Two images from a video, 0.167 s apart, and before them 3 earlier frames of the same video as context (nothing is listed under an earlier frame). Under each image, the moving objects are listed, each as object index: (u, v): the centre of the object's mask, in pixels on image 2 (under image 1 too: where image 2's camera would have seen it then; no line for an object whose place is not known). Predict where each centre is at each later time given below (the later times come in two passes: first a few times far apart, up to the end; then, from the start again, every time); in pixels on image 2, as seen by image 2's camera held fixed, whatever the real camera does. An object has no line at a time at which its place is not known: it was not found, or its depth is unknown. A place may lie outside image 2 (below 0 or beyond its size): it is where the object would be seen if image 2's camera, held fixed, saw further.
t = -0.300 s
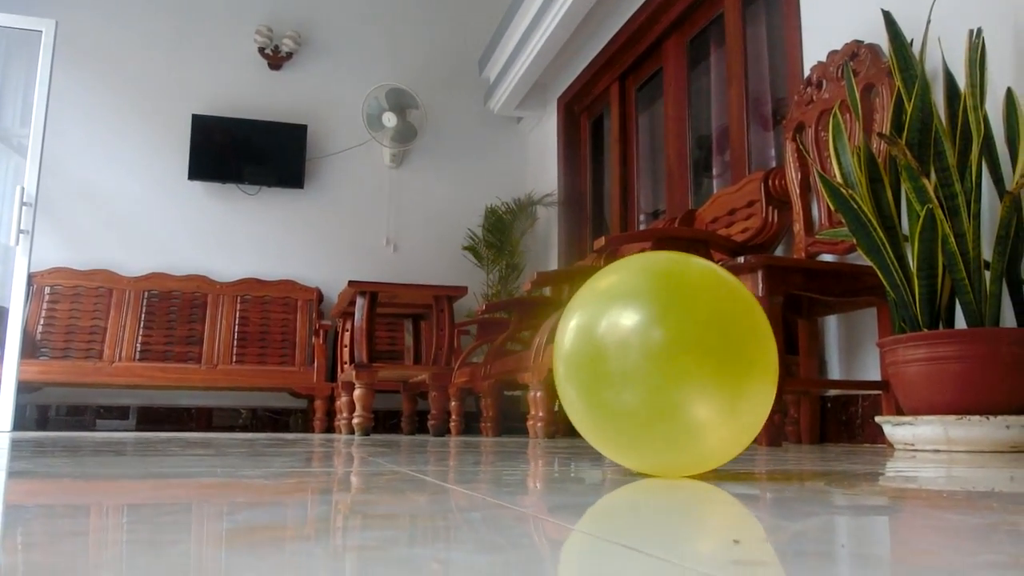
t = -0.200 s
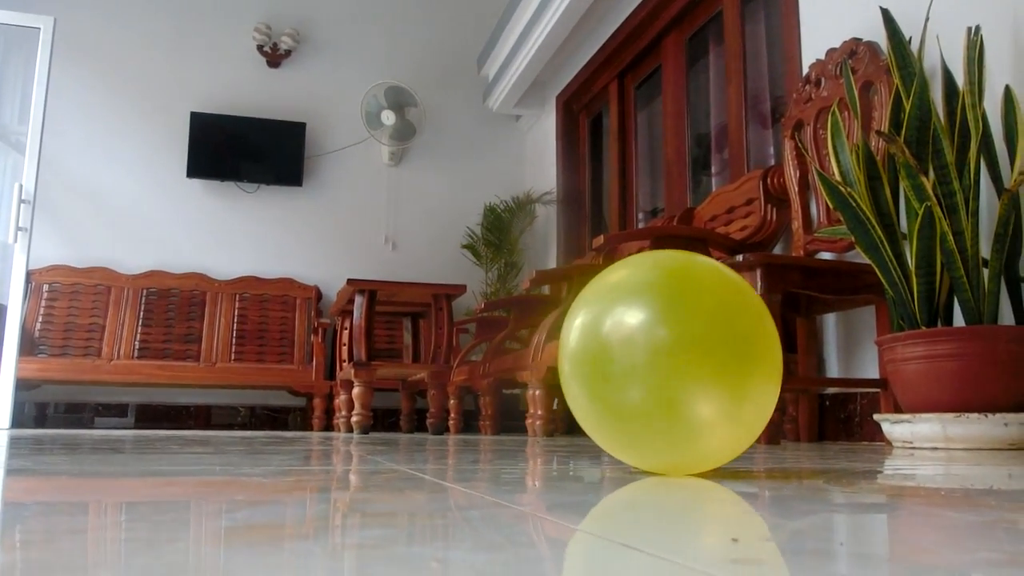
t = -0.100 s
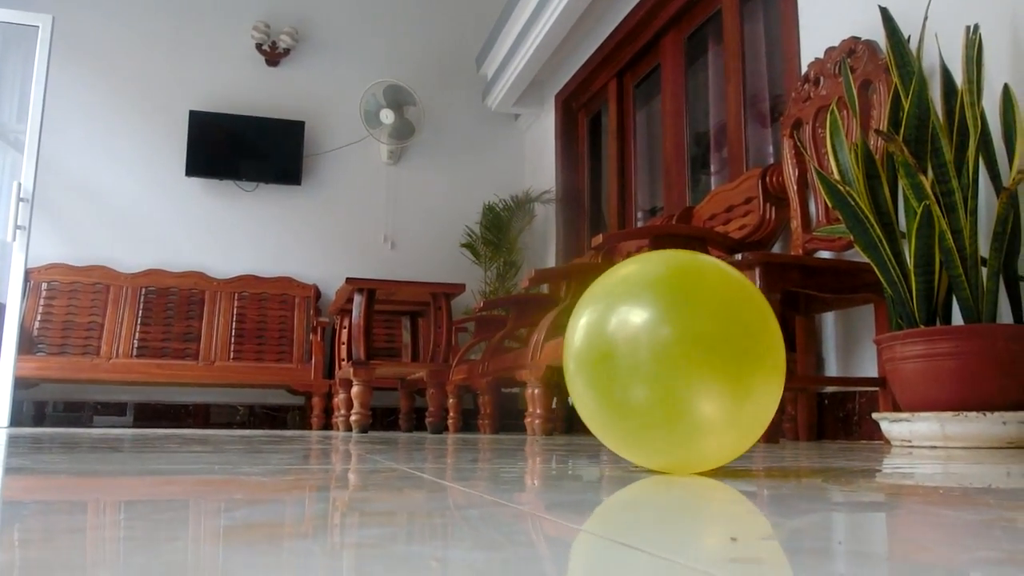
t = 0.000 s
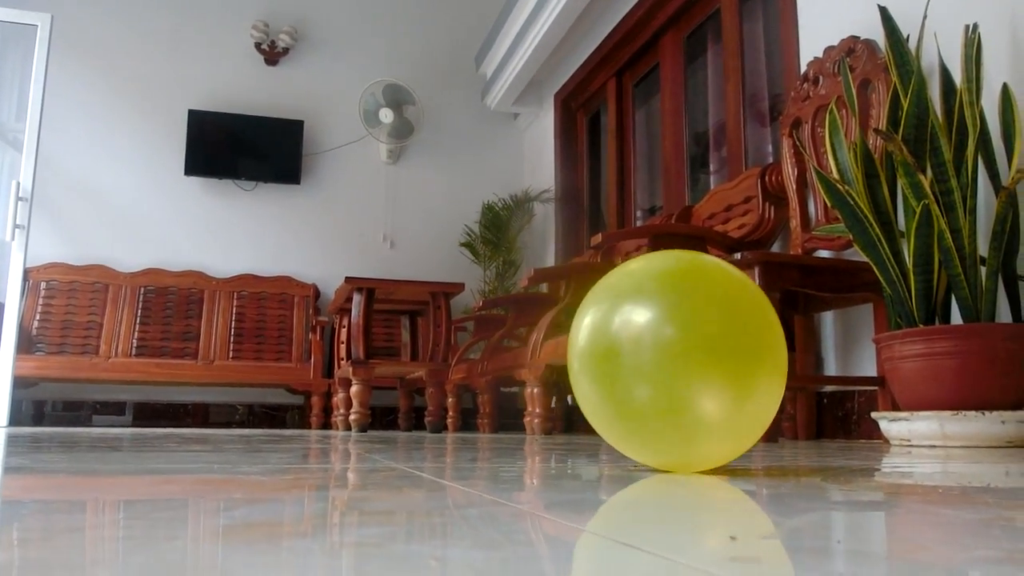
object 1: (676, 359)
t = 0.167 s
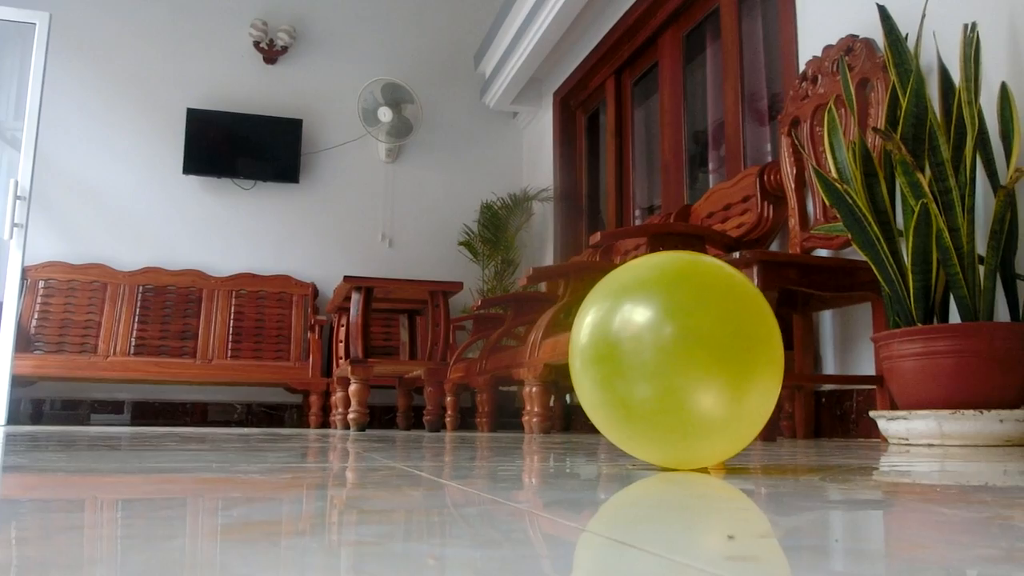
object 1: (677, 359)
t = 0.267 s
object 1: (670, 361)
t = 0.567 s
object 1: (637, 365)
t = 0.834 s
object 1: (617, 368)
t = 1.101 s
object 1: (611, 369)
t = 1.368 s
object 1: (610, 370)
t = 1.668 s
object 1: (607, 371)
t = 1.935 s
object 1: (607, 371)
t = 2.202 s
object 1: (614, 367)
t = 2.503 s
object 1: (619, 362)
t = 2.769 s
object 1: (617, 359)
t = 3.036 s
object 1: (619, 357)
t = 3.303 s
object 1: (628, 356)
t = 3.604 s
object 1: (646, 356)
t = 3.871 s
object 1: (653, 357)
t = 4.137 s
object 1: (630, 359)
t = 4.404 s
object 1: (611, 361)
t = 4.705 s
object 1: (602, 363)
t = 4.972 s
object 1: (605, 365)
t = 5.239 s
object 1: (616, 368)
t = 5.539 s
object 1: (626, 367)
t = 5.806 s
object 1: (623, 368)
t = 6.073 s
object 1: (609, 367)
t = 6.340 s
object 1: (597, 365)
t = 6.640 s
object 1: (592, 363)
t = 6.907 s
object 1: (598, 360)
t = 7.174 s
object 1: (616, 358)
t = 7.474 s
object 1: (641, 357)
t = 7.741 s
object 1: (650, 357)
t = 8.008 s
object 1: (633, 358)
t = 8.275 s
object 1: (618, 360)
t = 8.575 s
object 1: (608, 363)
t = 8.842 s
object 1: (606, 365)
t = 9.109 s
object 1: (611, 368)
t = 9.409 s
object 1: (619, 367)
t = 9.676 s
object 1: (618, 368)
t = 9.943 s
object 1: (601, 367)
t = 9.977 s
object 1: (599, 367)
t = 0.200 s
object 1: (675, 360)
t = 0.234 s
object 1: (673, 360)
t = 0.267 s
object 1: (670, 361)
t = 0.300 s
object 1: (666, 362)
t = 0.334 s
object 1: (662, 362)
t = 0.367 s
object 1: (658, 363)
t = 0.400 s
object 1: (655, 363)
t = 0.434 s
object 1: (651, 364)
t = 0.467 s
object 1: (647, 364)
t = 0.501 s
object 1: (644, 364)
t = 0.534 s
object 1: (640, 365)
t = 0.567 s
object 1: (637, 365)
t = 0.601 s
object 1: (634, 366)
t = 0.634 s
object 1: (631, 366)
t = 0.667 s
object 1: (628, 366)
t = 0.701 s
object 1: (625, 367)
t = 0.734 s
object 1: (623, 367)
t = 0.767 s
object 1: (620, 367)
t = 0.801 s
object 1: (618, 368)
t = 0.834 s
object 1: (617, 368)
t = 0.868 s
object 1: (615, 368)
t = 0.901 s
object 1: (614, 368)
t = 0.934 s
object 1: (613, 368)
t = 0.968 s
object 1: (612, 369)
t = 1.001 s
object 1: (612, 369)
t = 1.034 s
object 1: (611, 369)
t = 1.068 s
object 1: (611, 369)
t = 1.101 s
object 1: (611, 369)
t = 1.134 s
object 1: (611, 370)
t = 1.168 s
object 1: (611, 370)
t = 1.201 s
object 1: (611, 370)
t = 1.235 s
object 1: (611, 370)
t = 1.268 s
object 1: (611, 370)
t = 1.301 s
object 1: (611, 370)
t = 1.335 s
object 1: (610, 370)
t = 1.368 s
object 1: (610, 370)
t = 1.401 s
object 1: (610, 371)
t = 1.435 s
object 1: (609, 371)
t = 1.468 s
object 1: (609, 371)
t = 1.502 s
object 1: (608, 371)
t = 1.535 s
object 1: (608, 371)
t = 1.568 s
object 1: (607, 371)
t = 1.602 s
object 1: (607, 371)
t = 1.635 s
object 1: (607, 371)
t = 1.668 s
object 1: (607, 371)
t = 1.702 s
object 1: (607, 371)
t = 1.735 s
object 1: (607, 371)
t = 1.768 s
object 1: (607, 371)
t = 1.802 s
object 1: (607, 371)
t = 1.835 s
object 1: (607, 371)
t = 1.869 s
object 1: (607, 371)
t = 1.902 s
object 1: (607, 371)
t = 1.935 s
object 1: (607, 371)
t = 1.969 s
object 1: (607, 370)
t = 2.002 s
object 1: (608, 370)
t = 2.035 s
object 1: (609, 370)
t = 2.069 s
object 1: (609, 369)
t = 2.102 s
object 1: (610, 369)
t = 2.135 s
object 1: (611, 368)
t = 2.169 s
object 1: (613, 368)
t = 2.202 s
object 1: (614, 367)
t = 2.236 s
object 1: (616, 367)
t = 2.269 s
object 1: (617, 366)
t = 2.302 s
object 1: (618, 365)
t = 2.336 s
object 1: (619, 365)
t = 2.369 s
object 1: (619, 364)
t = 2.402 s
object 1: (619, 363)
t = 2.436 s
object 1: (619, 363)
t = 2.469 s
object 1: (619, 362)
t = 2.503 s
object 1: (619, 362)
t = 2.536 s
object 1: (619, 362)
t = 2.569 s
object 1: (618, 361)
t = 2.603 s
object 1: (618, 361)
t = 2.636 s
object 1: (618, 360)
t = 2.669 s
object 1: (617, 360)
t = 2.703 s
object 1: (617, 360)
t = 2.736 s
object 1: (617, 359)
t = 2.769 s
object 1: (617, 359)
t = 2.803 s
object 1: (617, 359)
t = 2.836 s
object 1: (617, 359)
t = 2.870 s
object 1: (617, 358)
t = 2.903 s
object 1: (617, 358)
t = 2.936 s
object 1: (617, 358)
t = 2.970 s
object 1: (618, 358)
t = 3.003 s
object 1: (618, 358)
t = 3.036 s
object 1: (619, 357)
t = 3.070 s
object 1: (620, 357)
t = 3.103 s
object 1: (621, 357)
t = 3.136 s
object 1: (622, 357)
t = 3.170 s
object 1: (623, 356)
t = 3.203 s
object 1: (624, 356)
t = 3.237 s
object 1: (625, 356)
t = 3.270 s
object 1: (627, 356)
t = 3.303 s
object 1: (628, 356)
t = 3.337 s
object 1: (630, 356)
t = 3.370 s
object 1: (632, 356)
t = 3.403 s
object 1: (634, 356)
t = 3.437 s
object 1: (636, 356)
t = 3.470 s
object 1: (638, 356)
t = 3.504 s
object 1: (639, 356)
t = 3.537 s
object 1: (642, 356)
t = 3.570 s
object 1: (644, 356)
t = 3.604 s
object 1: (646, 356)
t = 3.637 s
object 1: (647, 356)
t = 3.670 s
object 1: (649, 356)
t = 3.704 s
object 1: (651, 356)
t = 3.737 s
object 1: (653, 356)
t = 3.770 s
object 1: (654, 356)
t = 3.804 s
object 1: (654, 356)
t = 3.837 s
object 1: (654, 357)
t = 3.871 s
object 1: (653, 357)
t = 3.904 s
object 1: (651, 357)
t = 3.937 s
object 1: (648, 357)
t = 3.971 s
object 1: (645, 358)
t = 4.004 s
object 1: (642, 358)
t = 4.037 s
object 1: (639, 358)
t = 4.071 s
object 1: (636, 358)
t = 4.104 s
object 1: (633, 359)
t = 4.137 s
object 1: (630, 359)
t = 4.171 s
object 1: (627, 359)
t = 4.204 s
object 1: (625, 359)
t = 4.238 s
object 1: (622, 360)
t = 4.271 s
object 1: (620, 360)
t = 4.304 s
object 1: (617, 360)
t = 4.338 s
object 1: (615, 360)
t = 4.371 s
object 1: (613, 361)
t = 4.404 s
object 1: (611, 361)
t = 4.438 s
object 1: (610, 361)
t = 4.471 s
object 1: (608, 361)
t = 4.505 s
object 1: (607, 362)
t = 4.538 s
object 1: (606, 362)
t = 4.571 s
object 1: (605, 362)
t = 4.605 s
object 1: (604, 362)
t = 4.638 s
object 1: (603, 363)
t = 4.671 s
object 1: (603, 363)
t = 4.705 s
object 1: (602, 363)
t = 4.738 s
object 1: (602, 363)
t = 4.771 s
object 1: (602, 364)
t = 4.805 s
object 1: (602, 364)
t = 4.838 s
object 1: (603, 364)
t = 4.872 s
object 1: (603, 364)
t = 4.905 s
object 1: (604, 365)
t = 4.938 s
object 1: (605, 365)
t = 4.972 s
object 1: (605, 365)
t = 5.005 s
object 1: (606, 365)
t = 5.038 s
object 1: (607, 366)
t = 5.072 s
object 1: (609, 366)
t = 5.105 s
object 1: (610, 366)
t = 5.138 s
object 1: (611, 366)
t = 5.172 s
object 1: (613, 367)
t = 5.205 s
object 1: (614, 367)
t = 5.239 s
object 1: (616, 368)
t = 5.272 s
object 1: (616, 367)
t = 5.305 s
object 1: (618, 368)
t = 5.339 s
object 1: (620, 368)
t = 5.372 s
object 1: (621, 368)
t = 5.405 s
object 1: (622, 367)
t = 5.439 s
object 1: (624, 368)
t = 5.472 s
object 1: (625, 367)
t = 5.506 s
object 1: (626, 367)
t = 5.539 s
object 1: (626, 367)
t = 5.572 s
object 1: (626, 367)
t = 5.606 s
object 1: (626, 367)
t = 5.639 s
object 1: (626, 367)
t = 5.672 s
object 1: (626, 367)
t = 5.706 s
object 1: (626, 367)
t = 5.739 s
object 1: (625, 367)
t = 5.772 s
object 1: (624, 368)
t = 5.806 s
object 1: (623, 368)
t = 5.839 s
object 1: (621, 368)
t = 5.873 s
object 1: (620, 368)
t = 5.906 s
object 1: (618, 368)
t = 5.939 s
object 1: (615, 367)
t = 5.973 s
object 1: (614, 368)
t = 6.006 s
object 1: (612, 368)
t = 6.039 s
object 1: (610, 368)
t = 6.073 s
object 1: (609, 367)
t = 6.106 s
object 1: (607, 367)
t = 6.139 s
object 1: (605, 367)
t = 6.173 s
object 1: (604, 367)
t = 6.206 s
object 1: (602, 366)
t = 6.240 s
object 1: (601, 366)
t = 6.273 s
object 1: (600, 366)
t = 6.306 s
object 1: (598, 366)
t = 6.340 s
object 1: (597, 365)
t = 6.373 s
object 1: (596, 365)
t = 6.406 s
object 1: (595, 365)
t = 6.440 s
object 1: (594, 365)
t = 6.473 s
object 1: (593, 364)
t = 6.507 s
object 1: (593, 364)
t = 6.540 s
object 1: (592, 364)
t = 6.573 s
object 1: (592, 363)
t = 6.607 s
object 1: (592, 363)
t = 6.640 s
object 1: (592, 363)
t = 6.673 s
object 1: (592, 363)
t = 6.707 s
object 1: (593, 362)
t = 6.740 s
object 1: (593, 362)
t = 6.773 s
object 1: (594, 362)
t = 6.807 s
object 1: (595, 361)
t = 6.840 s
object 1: (596, 361)
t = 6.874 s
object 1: (597, 360)
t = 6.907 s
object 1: (598, 360)
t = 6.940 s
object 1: (600, 360)
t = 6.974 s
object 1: (602, 360)
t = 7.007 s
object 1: (604, 359)
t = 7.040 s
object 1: (606, 359)
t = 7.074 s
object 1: (608, 359)
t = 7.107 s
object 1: (611, 359)
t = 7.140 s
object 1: (613, 358)
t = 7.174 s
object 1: (616, 358)
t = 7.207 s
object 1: (619, 358)
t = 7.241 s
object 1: (621, 358)
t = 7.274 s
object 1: (624, 358)
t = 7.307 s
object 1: (627, 358)
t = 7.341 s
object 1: (630, 358)
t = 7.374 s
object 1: (633, 357)
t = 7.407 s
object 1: (636, 358)
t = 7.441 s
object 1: (639, 357)
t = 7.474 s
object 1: (641, 357)
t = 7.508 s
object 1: (644, 357)
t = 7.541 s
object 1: (646, 357)
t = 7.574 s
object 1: (648, 357)
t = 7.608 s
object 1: (650, 357)
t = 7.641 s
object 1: (652, 357)
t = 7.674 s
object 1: (652, 357)
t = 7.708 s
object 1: (652, 357)
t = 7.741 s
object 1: (650, 357)
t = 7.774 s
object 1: (649, 357)
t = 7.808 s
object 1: (646, 358)
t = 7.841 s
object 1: (644, 358)
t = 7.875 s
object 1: (642, 358)
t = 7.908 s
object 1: (640, 358)
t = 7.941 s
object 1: (638, 358)
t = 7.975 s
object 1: (636, 358)
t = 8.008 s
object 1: (633, 358)
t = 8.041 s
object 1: (631, 358)
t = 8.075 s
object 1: (629, 359)
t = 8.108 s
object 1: (627, 359)
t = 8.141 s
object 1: (625, 359)
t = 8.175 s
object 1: (623, 359)
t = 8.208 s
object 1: (622, 359)
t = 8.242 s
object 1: (620, 360)
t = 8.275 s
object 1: (618, 360)
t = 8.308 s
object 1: (617, 360)
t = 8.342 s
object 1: (615, 361)
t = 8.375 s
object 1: (614, 361)
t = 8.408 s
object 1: (612, 361)
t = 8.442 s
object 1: (611, 361)
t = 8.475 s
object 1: (610, 362)
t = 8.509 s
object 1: (609, 362)
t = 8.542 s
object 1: (609, 362)
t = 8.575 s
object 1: (608, 363)
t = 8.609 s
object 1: (607, 363)
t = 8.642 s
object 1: (606, 363)
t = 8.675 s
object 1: (606, 364)
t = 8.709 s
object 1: (606, 364)
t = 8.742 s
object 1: (606, 364)
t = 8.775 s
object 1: (605, 365)
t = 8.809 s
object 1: (606, 365)
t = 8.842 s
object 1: (606, 365)
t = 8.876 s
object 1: (606, 366)
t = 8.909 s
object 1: (606, 366)
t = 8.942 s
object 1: (607, 366)
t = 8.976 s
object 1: (607, 367)
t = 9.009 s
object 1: (608, 367)
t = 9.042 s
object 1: (609, 367)
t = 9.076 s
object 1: (610, 367)
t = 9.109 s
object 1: (611, 368)
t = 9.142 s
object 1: (612, 368)
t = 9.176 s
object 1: (614, 369)
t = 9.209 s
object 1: (615, 368)
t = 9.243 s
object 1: (616, 368)
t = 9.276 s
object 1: (616, 368)
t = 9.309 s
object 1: (617, 368)
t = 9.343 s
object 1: (618, 368)
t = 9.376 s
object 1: (619, 368)
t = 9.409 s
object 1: (619, 367)
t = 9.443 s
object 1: (620, 367)
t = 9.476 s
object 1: (620, 367)
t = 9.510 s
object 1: (621, 367)
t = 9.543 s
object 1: (621, 367)
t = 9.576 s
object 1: (621, 367)
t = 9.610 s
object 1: (621, 367)
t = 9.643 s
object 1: (619, 368)
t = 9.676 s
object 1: (618, 368)
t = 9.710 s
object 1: (615, 368)
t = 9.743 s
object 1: (613, 368)
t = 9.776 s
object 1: (611, 368)
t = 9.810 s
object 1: (609, 368)
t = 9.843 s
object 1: (607, 368)
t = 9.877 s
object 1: (605, 368)
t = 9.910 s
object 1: (603, 368)
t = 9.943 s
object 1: (601, 367)
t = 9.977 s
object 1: (599, 367)
